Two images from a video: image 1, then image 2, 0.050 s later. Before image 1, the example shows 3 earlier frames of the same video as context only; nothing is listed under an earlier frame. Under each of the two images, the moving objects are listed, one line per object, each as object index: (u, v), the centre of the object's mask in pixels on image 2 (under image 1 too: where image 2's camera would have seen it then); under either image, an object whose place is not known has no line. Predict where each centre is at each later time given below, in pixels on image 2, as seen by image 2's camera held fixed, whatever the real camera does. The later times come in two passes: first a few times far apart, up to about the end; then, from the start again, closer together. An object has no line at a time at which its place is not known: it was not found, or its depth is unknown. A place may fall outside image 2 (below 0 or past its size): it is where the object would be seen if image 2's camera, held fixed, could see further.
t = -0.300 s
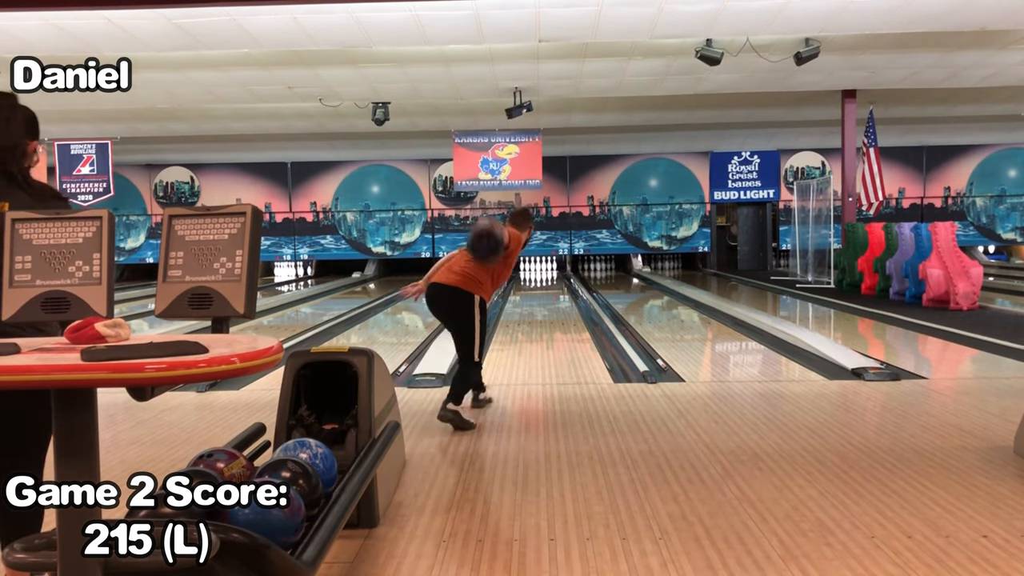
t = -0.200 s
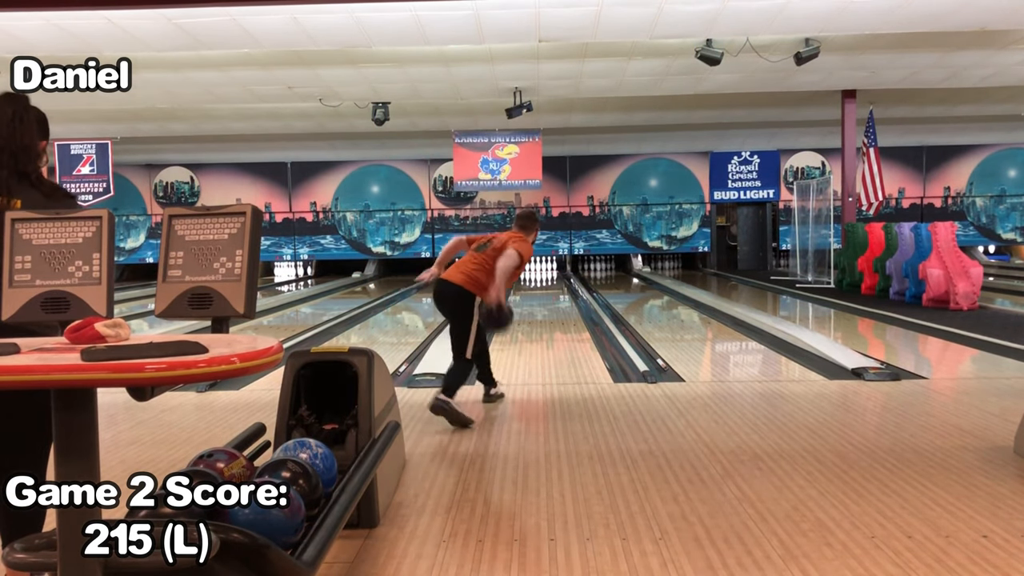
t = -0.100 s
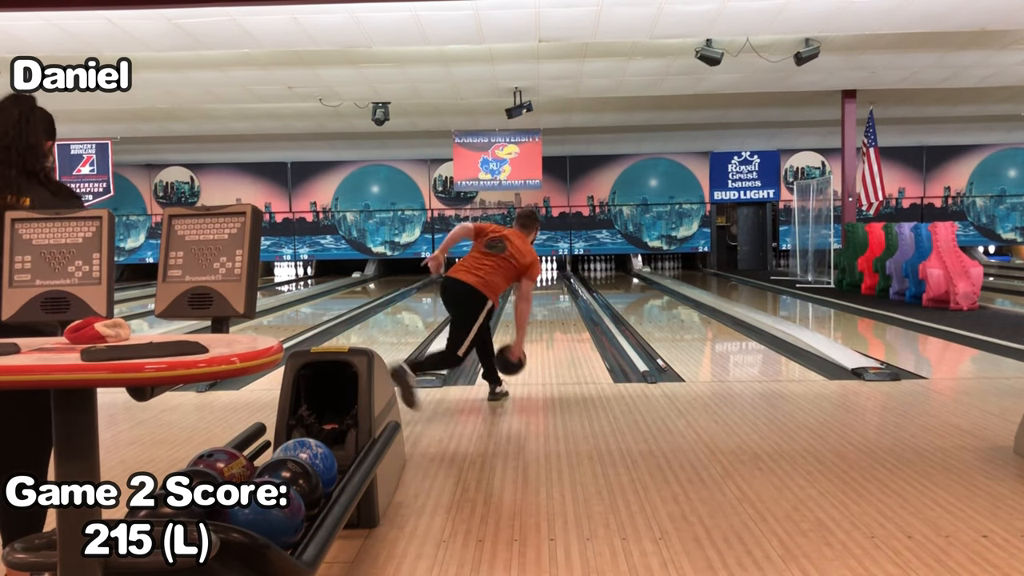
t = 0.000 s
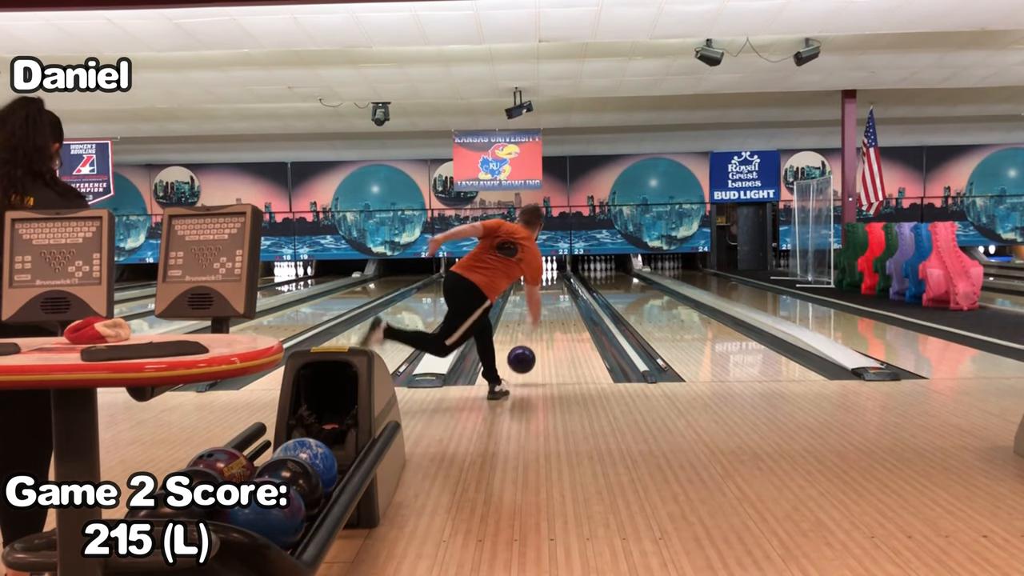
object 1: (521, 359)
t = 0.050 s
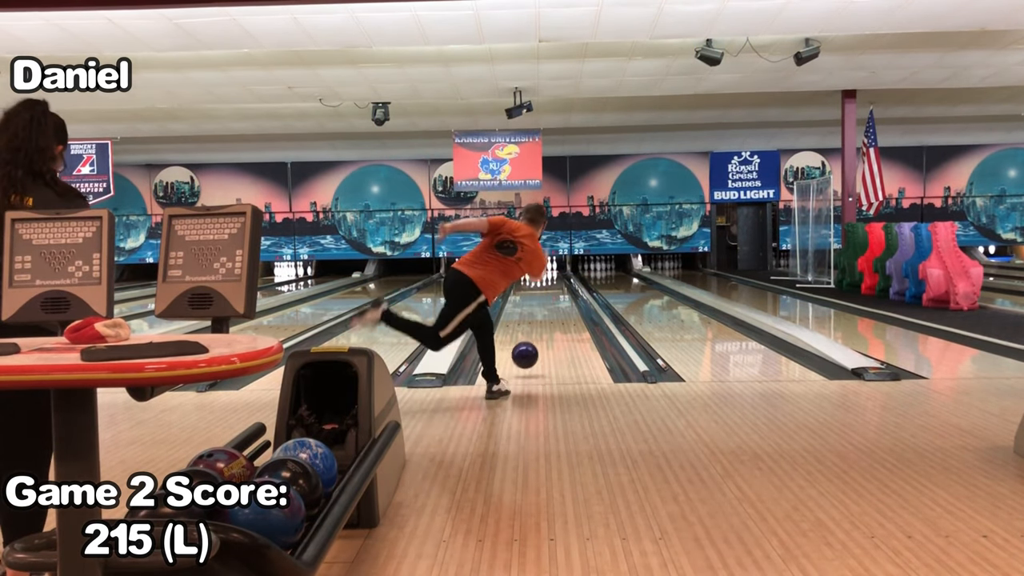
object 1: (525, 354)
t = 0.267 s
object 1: (536, 336)
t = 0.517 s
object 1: (548, 319)
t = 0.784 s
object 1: (550, 304)
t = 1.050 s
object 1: (554, 293)
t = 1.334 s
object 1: (556, 285)
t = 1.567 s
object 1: (556, 280)
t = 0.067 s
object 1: (526, 354)
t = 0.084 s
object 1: (527, 353)
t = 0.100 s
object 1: (528, 353)
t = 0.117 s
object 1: (529, 354)
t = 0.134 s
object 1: (530, 352)
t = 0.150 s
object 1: (531, 350)
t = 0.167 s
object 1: (531, 348)
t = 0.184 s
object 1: (532, 346)
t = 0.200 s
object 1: (533, 345)
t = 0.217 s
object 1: (534, 340)
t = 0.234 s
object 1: (534, 340)
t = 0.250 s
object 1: (535, 338)
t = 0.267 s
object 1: (536, 336)
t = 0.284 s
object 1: (536, 336)
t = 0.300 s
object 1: (537, 333)
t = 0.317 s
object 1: (538, 333)
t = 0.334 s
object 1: (538, 332)
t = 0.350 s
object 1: (539, 330)
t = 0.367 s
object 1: (540, 329)
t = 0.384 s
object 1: (540, 327)
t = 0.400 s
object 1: (541, 325)
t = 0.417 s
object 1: (541, 325)
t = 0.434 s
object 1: (542, 323)
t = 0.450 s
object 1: (542, 322)
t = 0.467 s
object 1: (543, 322)
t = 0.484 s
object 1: (543, 321)
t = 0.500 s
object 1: (544, 322)
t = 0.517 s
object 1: (548, 319)
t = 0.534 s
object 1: (547, 317)
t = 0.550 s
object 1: (546, 316)
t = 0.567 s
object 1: (546, 315)
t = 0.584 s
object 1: (546, 314)
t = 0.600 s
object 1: (546, 313)
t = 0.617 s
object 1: (547, 312)
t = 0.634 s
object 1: (547, 311)
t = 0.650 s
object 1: (547, 310)
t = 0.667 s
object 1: (548, 309)
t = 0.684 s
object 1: (548, 308)
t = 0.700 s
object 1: (548, 308)
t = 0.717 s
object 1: (549, 307)
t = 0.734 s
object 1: (549, 306)
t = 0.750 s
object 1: (549, 305)
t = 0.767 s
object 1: (550, 304)
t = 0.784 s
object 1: (550, 304)
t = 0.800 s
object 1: (550, 303)
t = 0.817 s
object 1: (550, 302)
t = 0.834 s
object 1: (551, 301)
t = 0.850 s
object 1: (551, 301)
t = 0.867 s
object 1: (551, 300)
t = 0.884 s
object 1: (551, 300)
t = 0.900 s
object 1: (552, 299)
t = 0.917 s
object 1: (552, 298)
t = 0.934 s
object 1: (552, 297)
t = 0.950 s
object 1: (552, 297)
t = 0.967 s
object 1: (553, 296)
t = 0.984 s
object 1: (553, 296)
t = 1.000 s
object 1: (553, 295)
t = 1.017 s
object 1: (553, 294)
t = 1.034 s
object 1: (553, 294)
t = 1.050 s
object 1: (554, 293)
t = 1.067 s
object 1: (554, 293)
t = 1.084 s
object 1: (554, 292)
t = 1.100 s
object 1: (554, 291)
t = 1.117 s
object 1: (554, 291)
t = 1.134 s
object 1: (554, 290)
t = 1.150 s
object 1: (555, 290)
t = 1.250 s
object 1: (557, 286)
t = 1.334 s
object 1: (556, 285)
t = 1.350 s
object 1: (556, 284)
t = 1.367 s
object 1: (556, 284)
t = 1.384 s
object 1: (557, 283)
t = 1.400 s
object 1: (556, 283)
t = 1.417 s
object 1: (556, 283)
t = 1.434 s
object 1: (556, 283)
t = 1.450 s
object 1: (556, 282)
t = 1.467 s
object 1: (556, 282)
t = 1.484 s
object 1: (556, 281)
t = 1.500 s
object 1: (556, 281)
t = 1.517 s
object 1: (556, 281)
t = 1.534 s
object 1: (556, 281)
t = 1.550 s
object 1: (556, 281)
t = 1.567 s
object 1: (556, 280)
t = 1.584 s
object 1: (556, 280)
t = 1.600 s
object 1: (556, 280)
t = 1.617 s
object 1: (556, 279)
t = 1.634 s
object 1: (556, 279)
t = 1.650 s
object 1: (556, 278)
